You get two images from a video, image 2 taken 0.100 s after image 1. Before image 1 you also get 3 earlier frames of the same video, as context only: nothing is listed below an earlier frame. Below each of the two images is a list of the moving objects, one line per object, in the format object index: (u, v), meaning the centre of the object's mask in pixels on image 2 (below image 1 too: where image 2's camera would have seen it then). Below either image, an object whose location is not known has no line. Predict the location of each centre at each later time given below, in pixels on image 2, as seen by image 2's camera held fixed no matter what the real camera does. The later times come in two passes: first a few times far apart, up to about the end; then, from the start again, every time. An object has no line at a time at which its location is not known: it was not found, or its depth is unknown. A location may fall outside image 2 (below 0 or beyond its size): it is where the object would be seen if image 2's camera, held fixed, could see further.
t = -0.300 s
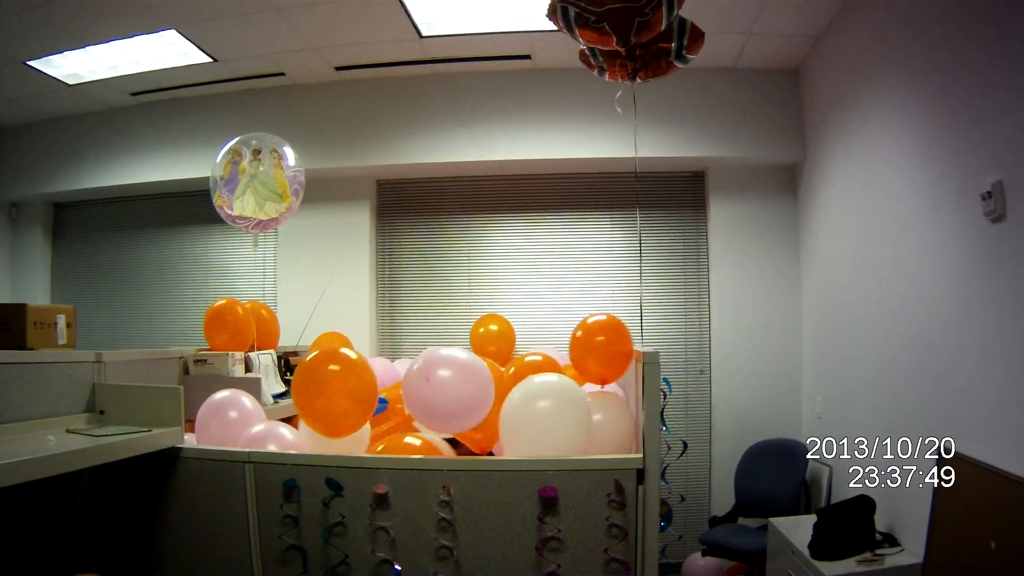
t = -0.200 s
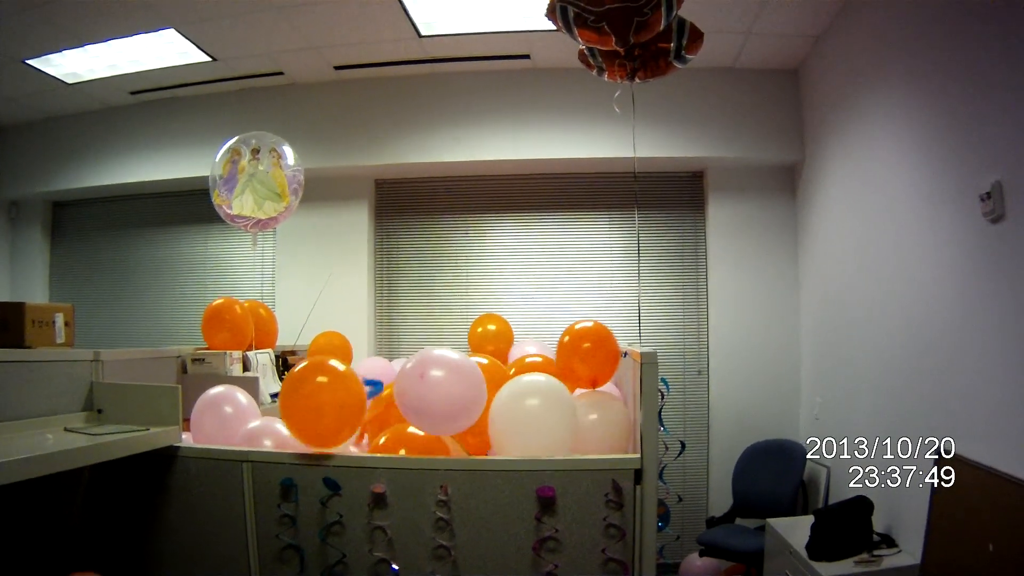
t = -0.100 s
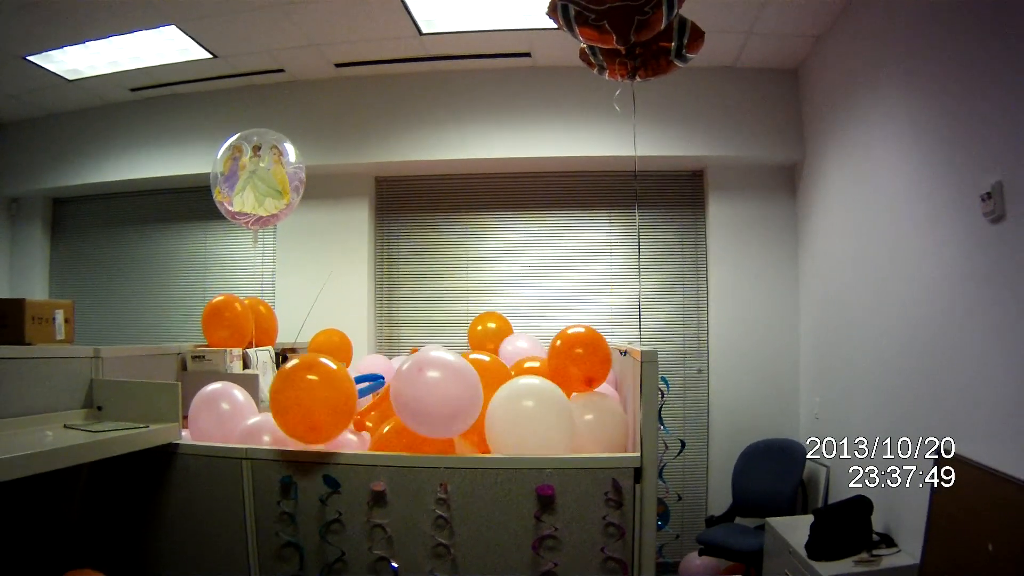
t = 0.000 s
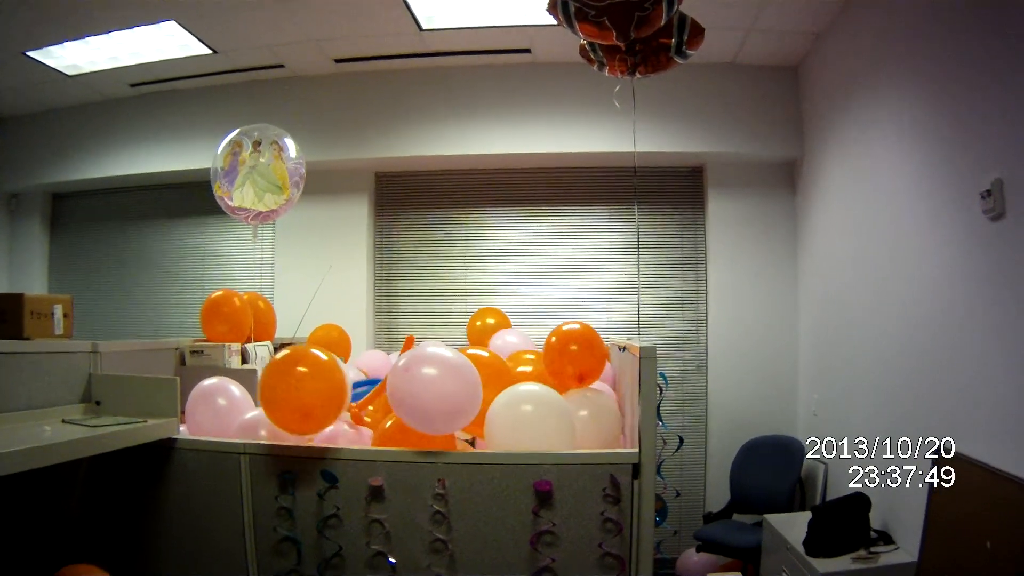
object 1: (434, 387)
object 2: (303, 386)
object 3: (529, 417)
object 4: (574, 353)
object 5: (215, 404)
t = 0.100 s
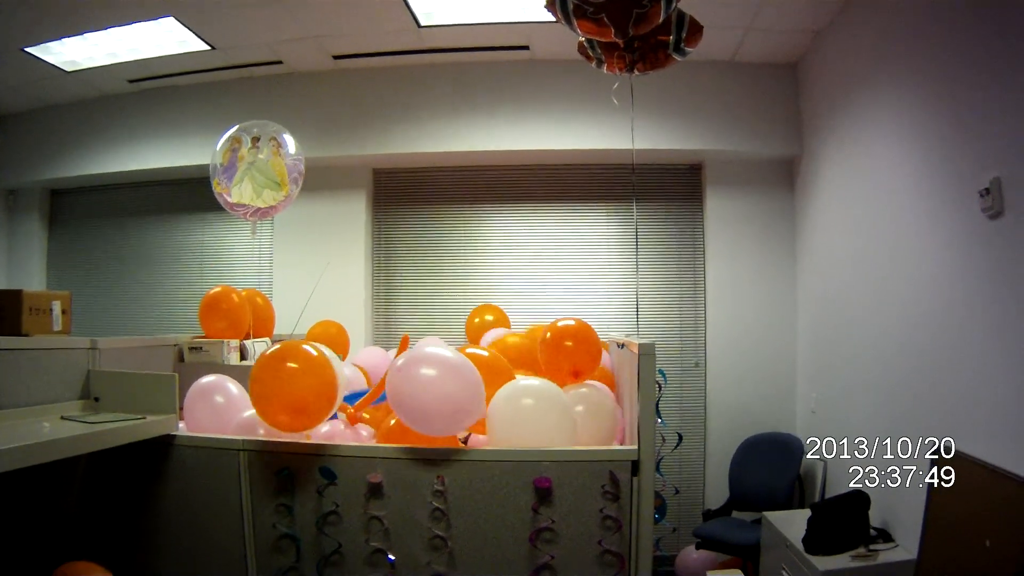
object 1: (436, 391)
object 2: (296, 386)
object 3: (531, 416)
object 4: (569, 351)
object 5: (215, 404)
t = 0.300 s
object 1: (442, 401)
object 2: (277, 399)
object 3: (533, 418)
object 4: (561, 353)
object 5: (211, 408)
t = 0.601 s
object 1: (444, 407)
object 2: (258, 460)
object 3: (532, 414)
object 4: (555, 336)
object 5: (210, 406)
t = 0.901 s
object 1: (446, 453)
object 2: (248, 542)
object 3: (539, 415)
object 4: (548, 339)
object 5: (216, 408)
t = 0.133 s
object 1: (438, 393)
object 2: (295, 385)
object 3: (531, 414)
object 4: (570, 351)
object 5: (214, 405)
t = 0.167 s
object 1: (438, 395)
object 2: (292, 388)
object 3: (531, 415)
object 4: (567, 351)
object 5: (213, 405)
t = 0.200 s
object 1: (439, 399)
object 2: (298, 391)
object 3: (532, 416)
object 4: (565, 352)
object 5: (213, 406)
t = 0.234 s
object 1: (441, 401)
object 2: (289, 390)
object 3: (533, 415)
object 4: (565, 351)
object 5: (212, 406)
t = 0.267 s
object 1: (442, 403)
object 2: (281, 395)
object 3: (533, 417)
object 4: (562, 353)
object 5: (211, 407)
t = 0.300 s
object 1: (442, 401)
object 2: (277, 399)
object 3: (533, 418)
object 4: (561, 353)
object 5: (211, 408)
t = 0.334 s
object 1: (442, 400)
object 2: (275, 403)
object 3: (532, 418)
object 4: (560, 354)
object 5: (210, 408)
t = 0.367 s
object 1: (442, 399)
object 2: (272, 408)
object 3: (532, 418)
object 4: (558, 353)
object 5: (208, 408)
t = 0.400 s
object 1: (442, 398)
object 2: (270, 414)
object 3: (531, 417)
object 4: (557, 352)
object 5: (208, 408)
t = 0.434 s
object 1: (442, 398)
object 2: (268, 420)
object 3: (530, 416)
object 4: (558, 347)
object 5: (207, 408)
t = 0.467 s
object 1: (442, 399)
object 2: (266, 426)
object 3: (530, 416)
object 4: (557, 344)
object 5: (206, 407)
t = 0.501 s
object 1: (443, 401)
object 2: (263, 434)
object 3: (530, 415)
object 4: (556, 342)
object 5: (206, 406)
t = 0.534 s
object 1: (443, 403)
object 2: (261, 442)
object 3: (531, 415)
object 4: (556, 339)
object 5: (207, 405)
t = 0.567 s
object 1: (443, 405)
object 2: (260, 451)
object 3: (531, 415)
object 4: (556, 338)
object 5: (208, 406)
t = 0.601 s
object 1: (444, 407)
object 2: (258, 460)
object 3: (532, 414)
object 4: (555, 336)
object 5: (210, 406)
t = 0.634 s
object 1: (444, 411)
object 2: (256, 470)
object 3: (533, 414)
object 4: (554, 336)
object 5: (213, 407)
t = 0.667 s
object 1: (444, 414)
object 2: (255, 481)
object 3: (534, 413)
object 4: (553, 334)
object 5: (216, 408)
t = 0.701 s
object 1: (445, 418)
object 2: (254, 490)
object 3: (534, 413)
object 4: (553, 334)
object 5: (216, 409)
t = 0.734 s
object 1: (445, 423)
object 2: (252, 500)
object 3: (535, 413)
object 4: (553, 334)
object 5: (216, 409)
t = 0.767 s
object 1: (446, 428)
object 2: (252, 511)
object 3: (536, 413)
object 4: (551, 335)
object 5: (216, 408)
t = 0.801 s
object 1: (446, 433)
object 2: (251, 522)
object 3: (537, 413)
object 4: (550, 336)
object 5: (216, 408)
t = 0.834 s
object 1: (446, 440)
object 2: (250, 530)
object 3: (538, 413)
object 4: (549, 336)
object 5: (216, 408)
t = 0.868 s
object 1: (446, 446)
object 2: (249, 536)
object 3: (538, 414)
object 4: (549, 337)
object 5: (216, 408)
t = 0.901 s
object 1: (446, 453)
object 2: (248, 542)
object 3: (539, 415)
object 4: (548, 339)
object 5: (216, 408)
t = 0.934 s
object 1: (447, 461)
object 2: (246, 547)
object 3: (540, 415)
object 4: (547, 342)
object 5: (215, 407)
